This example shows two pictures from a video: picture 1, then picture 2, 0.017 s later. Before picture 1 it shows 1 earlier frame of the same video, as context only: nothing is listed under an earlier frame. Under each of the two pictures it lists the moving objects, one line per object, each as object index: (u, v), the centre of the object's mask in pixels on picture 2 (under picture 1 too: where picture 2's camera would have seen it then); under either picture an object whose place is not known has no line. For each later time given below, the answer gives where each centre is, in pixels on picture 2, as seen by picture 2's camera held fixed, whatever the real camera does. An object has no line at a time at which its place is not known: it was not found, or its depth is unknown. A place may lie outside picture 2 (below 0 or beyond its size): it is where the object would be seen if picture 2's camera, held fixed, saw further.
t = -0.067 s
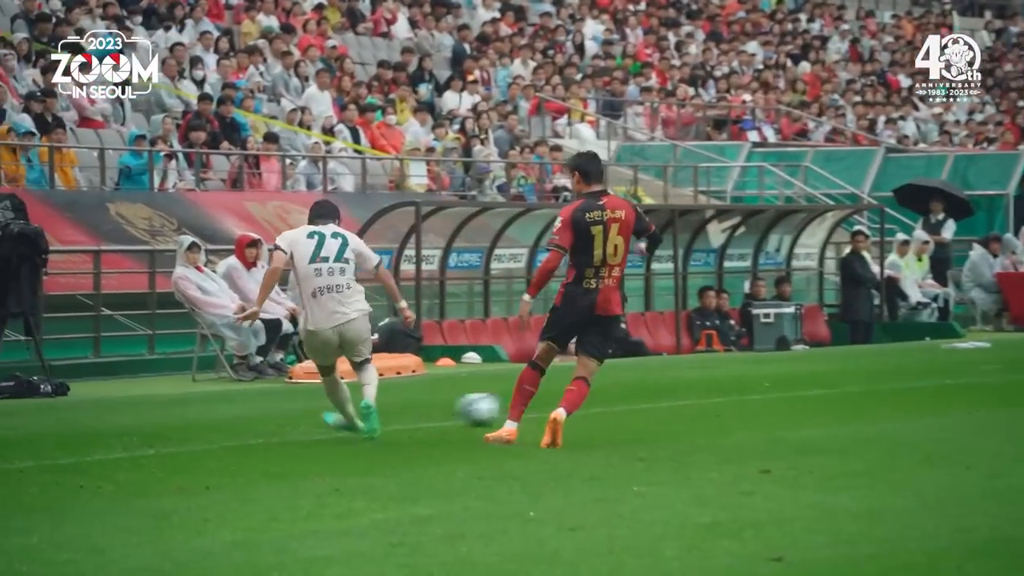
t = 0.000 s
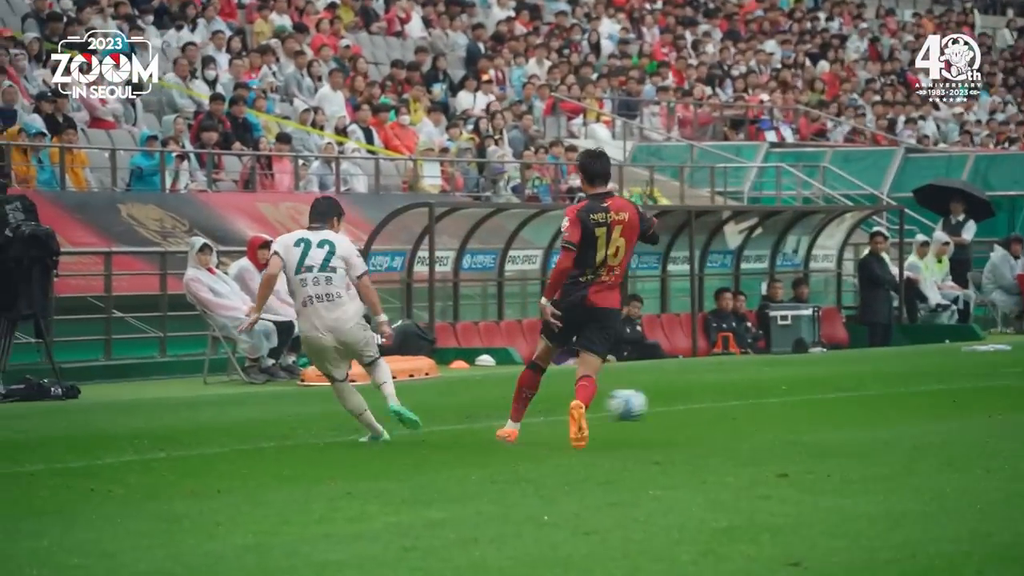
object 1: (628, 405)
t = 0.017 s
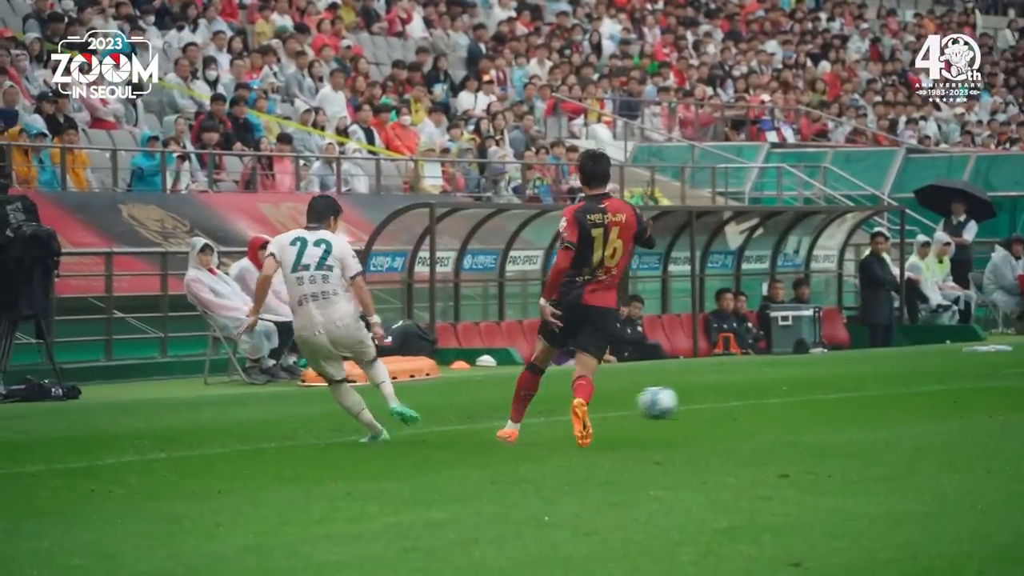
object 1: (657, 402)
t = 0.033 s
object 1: (687, 400)
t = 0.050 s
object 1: (716, 398)
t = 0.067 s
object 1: (745, 397)
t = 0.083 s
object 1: (772, 396)
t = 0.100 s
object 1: (799, 394)
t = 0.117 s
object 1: (828, 393)
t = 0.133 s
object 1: (853, 391)
